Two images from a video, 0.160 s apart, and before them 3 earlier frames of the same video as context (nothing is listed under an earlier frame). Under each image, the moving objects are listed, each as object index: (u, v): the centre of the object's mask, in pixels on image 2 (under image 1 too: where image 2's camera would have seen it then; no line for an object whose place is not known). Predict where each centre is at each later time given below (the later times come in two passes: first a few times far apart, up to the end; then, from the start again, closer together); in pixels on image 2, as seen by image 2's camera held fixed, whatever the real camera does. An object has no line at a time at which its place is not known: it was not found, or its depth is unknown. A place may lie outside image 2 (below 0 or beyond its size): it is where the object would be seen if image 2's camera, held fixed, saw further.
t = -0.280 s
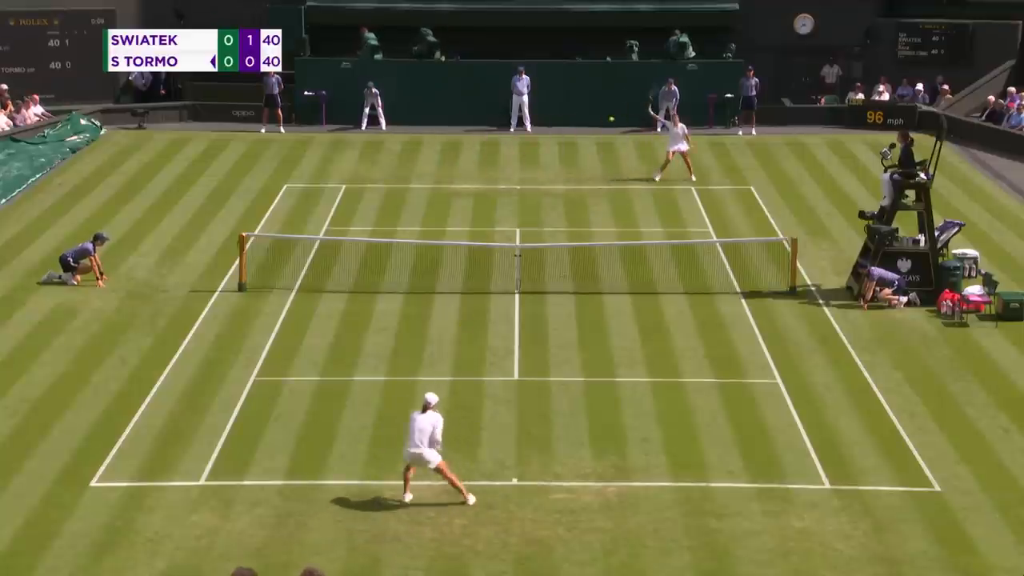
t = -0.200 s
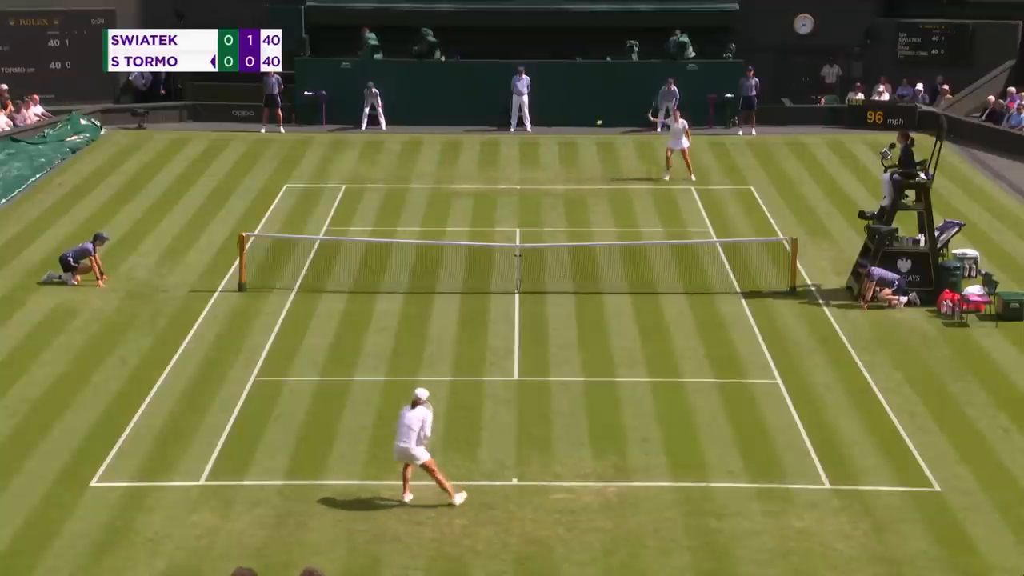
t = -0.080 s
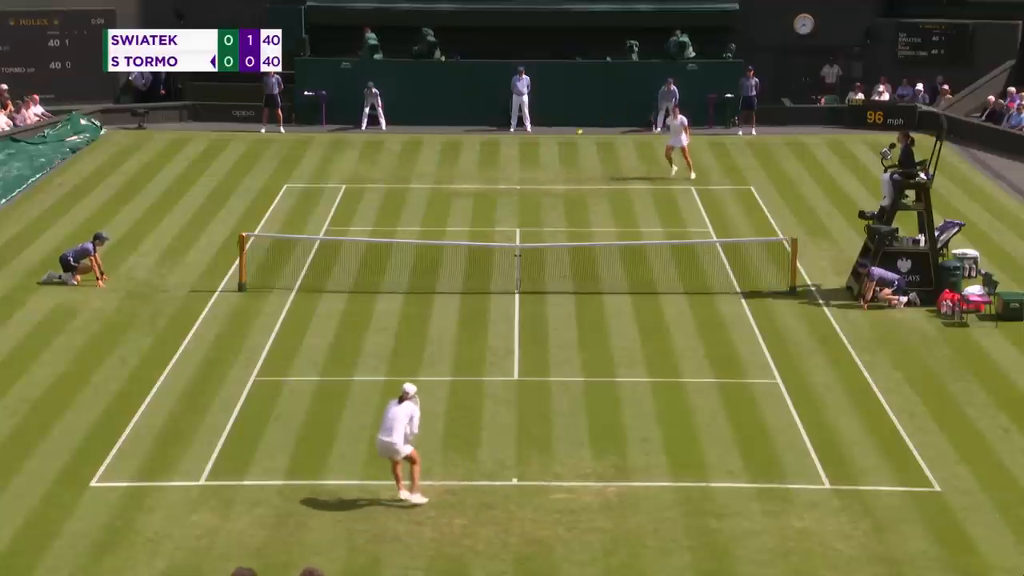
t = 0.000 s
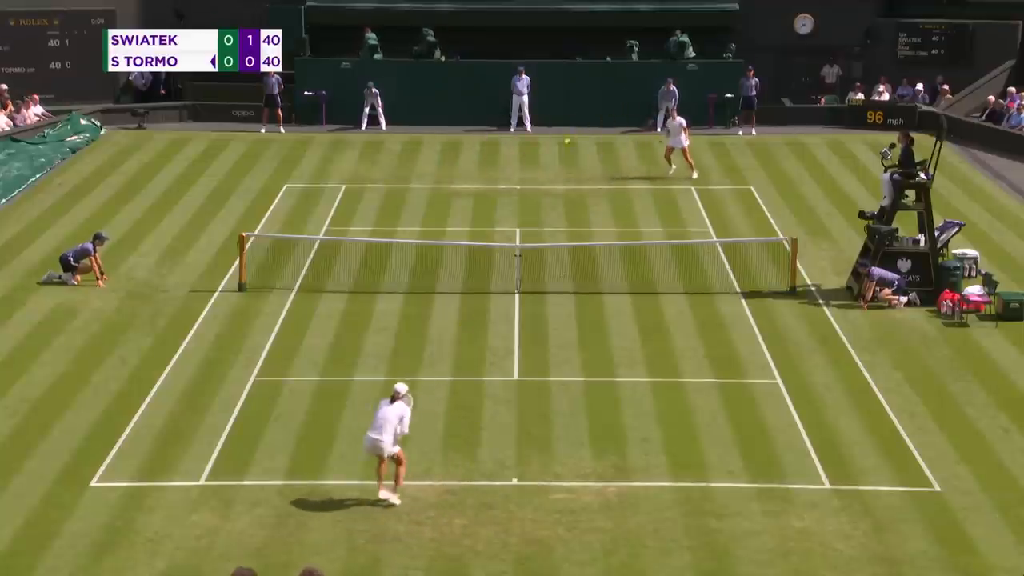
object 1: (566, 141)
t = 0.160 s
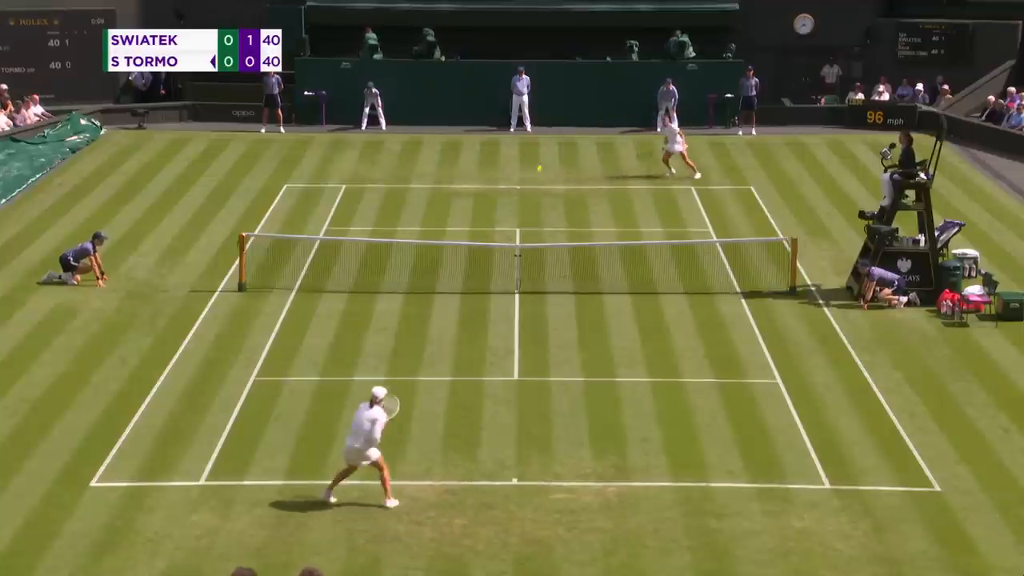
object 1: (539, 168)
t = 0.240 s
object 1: (524, 187)
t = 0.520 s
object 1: (470, 280)
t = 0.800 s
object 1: (409, 422)
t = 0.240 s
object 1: (524, 187)
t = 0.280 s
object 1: (517, 196)
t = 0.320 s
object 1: (509, 208)
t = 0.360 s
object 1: (502, 220)
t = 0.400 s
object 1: (495, 233)
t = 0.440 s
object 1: (486, 248)
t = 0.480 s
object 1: (478, 263)
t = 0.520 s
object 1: (470, 280)
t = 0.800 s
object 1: (409, 422)
